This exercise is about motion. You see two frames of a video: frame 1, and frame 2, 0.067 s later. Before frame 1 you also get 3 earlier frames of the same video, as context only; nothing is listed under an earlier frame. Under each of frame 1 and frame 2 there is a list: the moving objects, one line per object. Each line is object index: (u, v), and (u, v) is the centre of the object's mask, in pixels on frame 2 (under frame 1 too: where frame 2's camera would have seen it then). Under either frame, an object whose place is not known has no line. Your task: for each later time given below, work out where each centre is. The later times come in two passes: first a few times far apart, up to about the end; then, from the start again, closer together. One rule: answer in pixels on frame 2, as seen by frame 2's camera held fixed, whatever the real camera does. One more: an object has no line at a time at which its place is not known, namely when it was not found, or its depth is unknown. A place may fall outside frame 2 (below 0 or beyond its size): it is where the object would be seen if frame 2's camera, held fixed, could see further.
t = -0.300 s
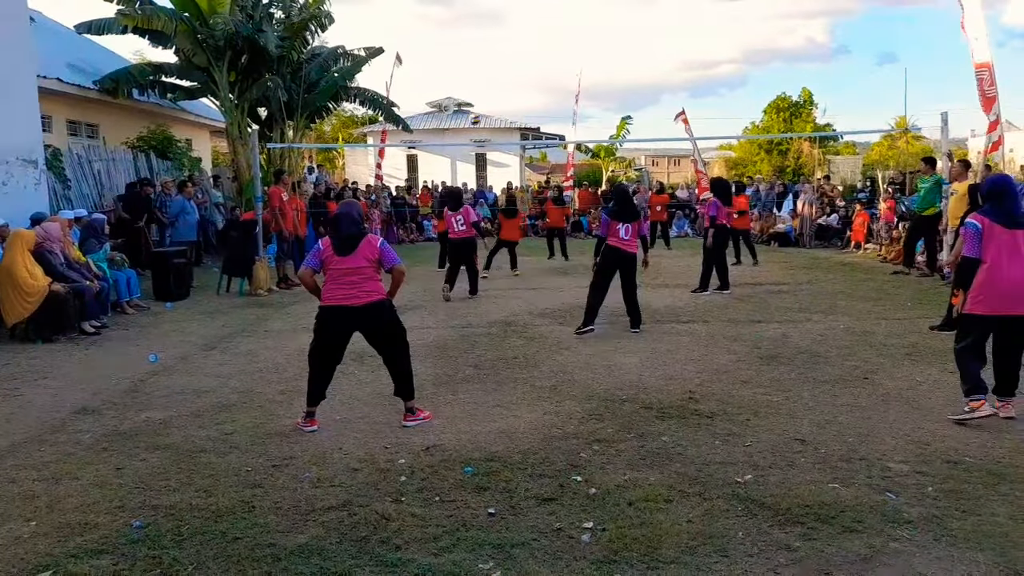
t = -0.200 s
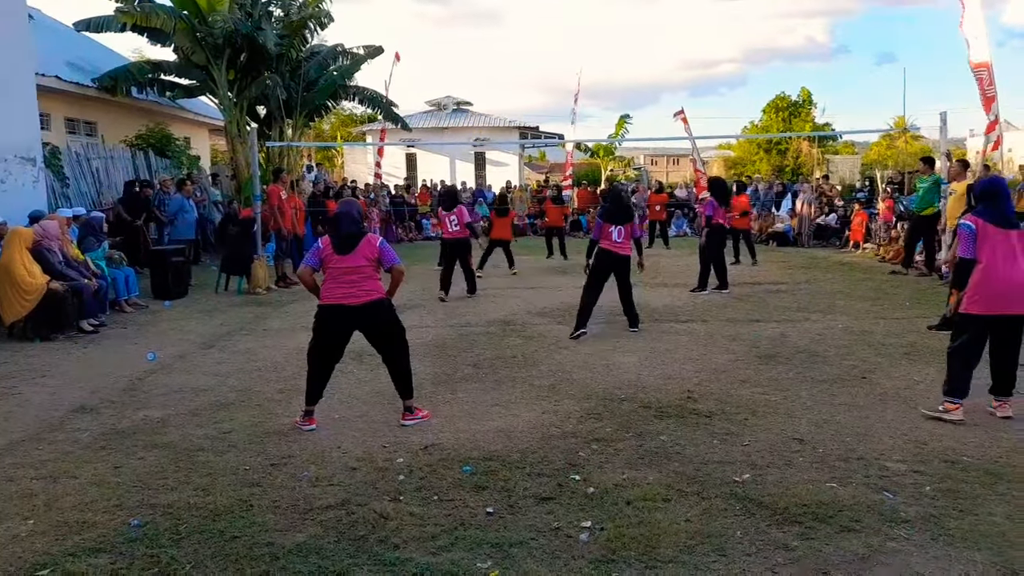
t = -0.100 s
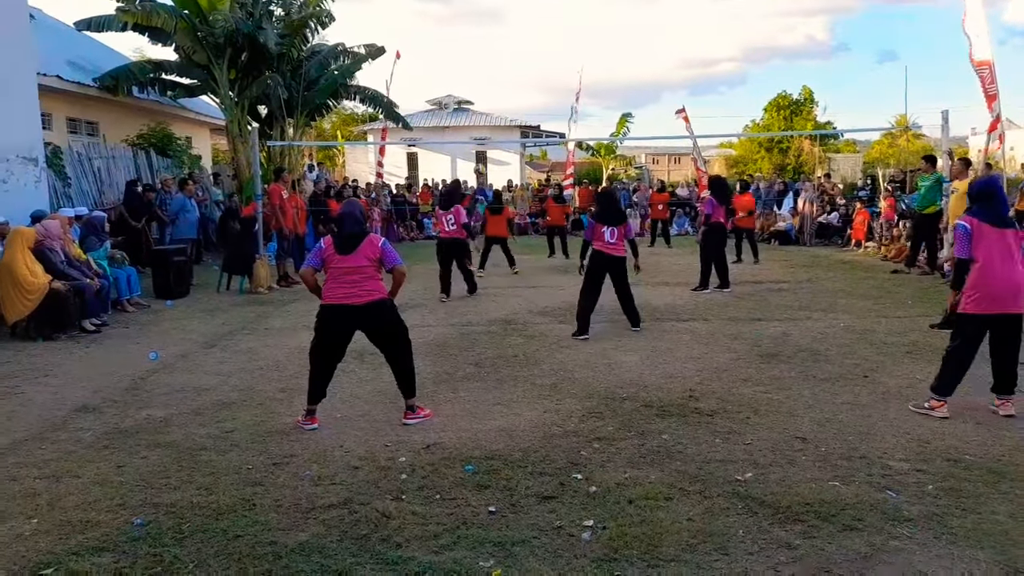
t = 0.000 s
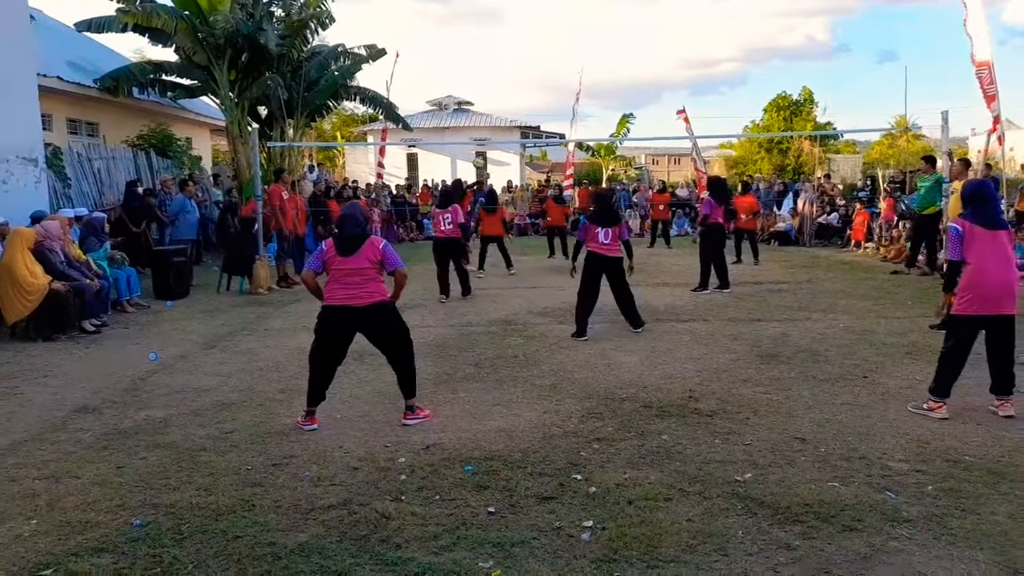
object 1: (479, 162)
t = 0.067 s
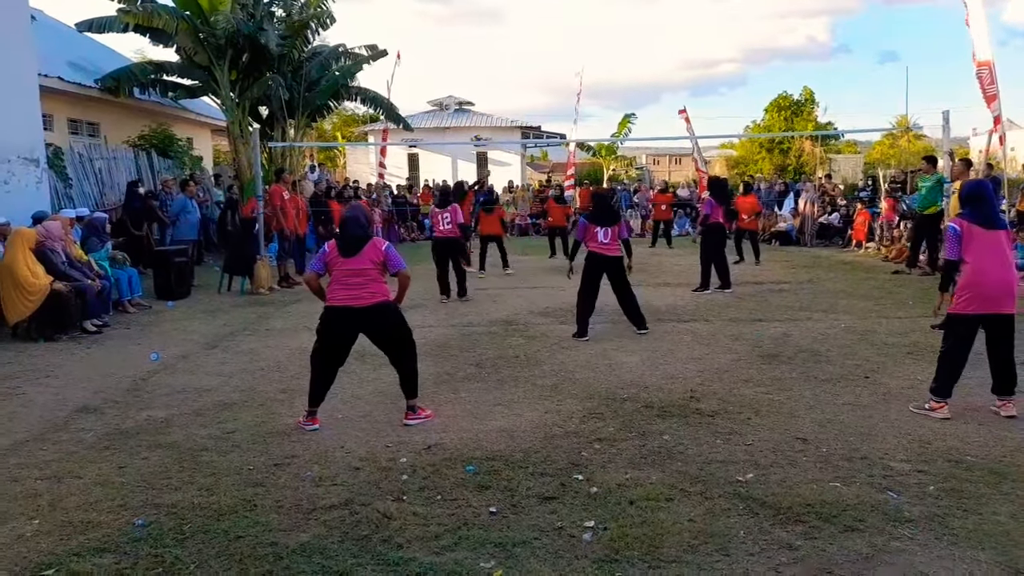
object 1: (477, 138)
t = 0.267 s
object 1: (470, 80)
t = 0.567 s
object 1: (459, 19)
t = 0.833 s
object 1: (447, 16)
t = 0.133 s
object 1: (475, 119)
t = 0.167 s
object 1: (474, 109)
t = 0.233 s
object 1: (472, 89)
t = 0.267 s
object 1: (470, 80)
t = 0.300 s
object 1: (469, 72)
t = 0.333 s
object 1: (468, 63)
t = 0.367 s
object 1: (467, 55)
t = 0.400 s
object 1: (466, 48)
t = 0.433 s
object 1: (464, 41)
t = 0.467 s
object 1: (463, 34)
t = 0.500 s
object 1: (462, 28)
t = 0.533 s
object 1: (460, 23)
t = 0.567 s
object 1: (459, 19)
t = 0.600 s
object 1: (457, 15)
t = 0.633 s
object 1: (456, 12)
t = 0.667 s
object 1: (455, 10)
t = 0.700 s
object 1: (453, 10)
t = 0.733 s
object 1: (452, 10)
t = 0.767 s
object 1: (450, 11)
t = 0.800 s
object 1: (448, 13)
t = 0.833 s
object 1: (447, 16)
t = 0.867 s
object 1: (445, 21)
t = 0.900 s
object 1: (443, 28)
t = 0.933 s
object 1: (441, 36)
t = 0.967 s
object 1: (439, 46)
